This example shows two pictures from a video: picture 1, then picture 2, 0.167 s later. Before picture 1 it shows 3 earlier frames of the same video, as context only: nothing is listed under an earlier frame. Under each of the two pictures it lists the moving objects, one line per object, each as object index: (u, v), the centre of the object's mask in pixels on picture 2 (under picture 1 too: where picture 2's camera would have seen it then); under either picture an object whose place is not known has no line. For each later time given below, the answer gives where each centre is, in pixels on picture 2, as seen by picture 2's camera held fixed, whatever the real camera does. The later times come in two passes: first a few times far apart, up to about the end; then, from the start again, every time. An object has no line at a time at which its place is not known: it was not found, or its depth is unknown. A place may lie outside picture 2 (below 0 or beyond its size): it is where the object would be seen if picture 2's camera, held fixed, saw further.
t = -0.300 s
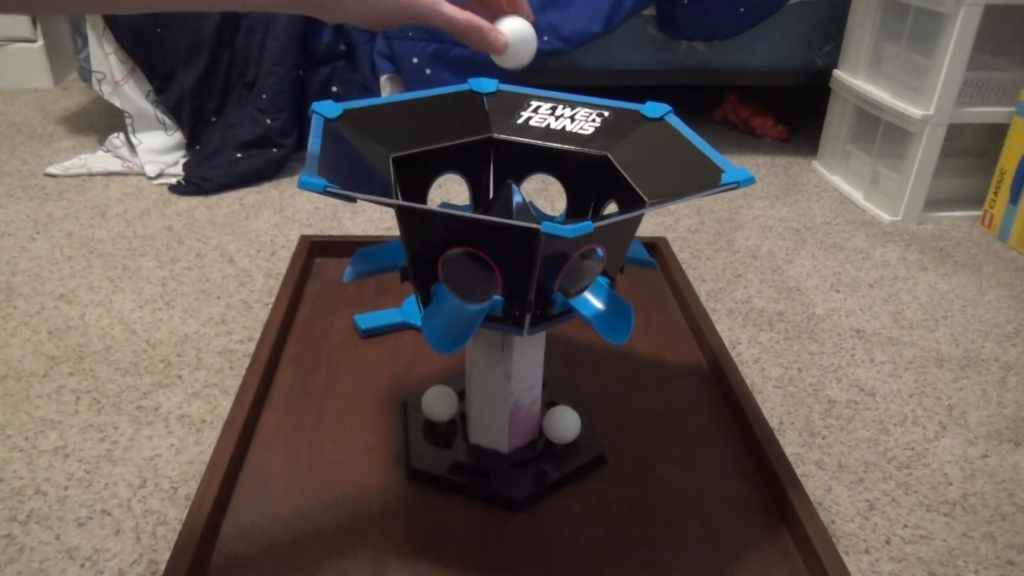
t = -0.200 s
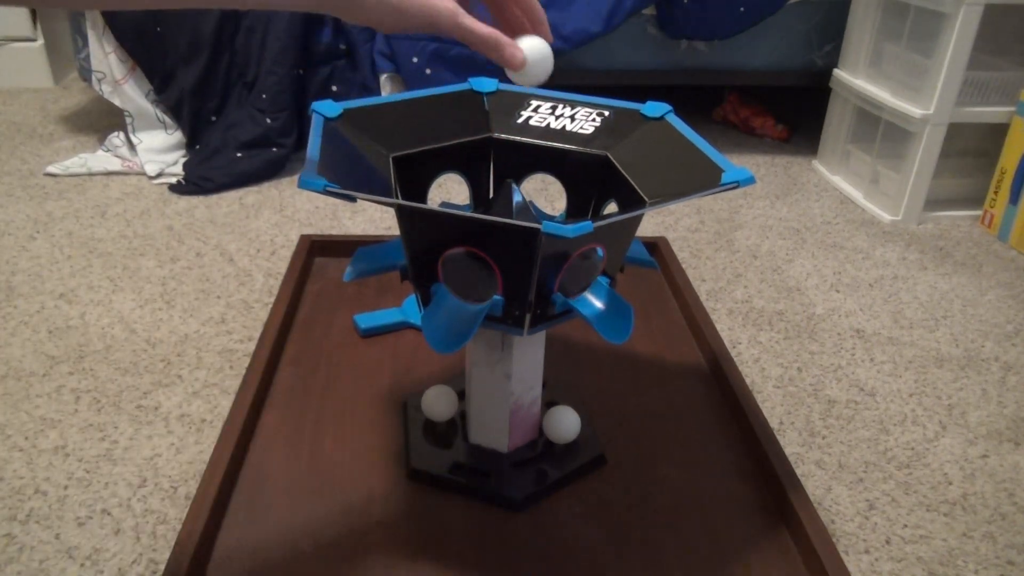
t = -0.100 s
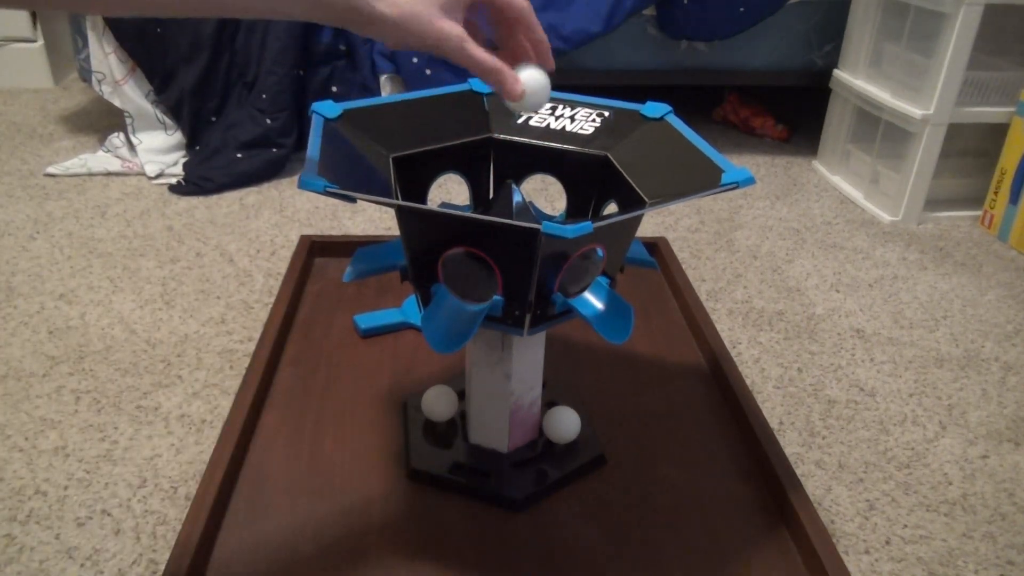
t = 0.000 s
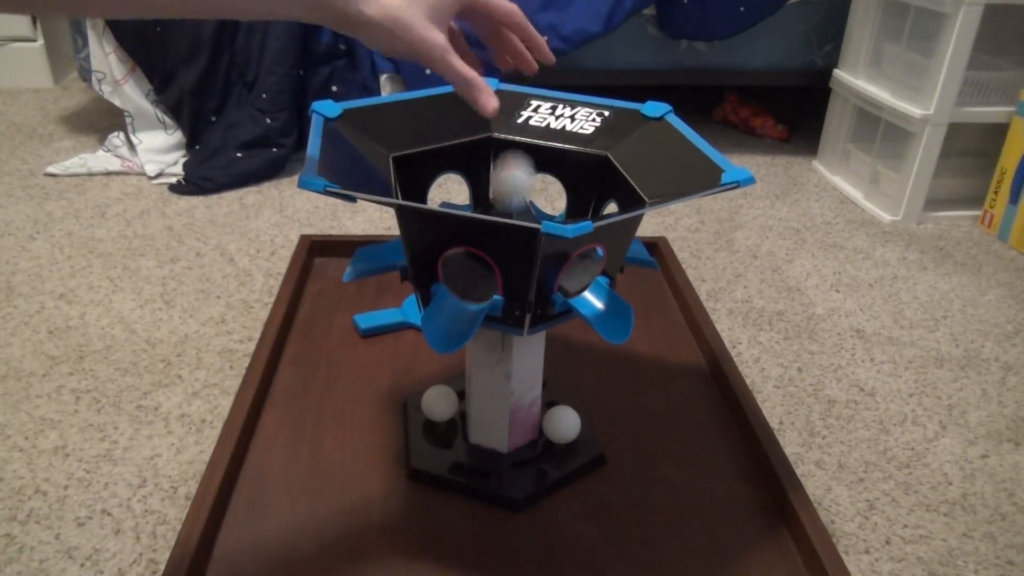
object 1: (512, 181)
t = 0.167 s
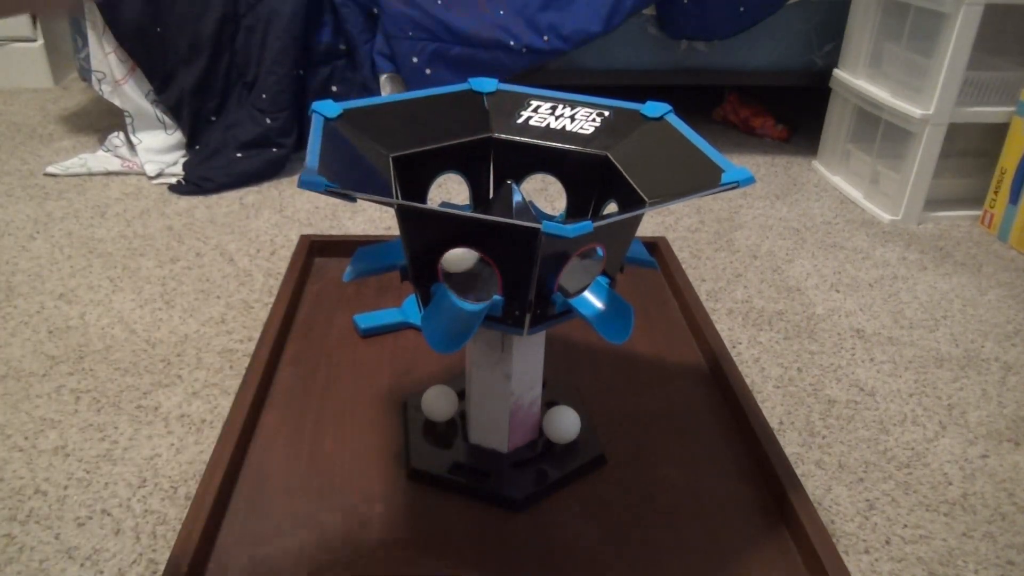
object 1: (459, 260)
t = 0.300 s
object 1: (472, 265)
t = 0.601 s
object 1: (457, 306)
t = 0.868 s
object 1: (408, 557)
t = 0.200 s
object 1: (458, 259)
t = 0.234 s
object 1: (462, 261)
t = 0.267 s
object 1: (467, 263)
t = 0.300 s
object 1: (472, 265)
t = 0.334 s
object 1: (476, 269)
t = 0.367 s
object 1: (474, 269)
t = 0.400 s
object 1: (468, 271)
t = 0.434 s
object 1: (467, 271)
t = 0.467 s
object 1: (465, 273)
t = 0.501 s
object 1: (463, 277)
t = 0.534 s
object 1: (464, 281)
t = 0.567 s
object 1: (463, 297)
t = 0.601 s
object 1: (457, 306)
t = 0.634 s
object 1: (448, 314)
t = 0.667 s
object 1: (441, 325)
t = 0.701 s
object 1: (435, 339)
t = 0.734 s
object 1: (428, 364)
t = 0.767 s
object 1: (425, 401)
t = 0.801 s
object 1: (417, 449)
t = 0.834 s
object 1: (412, 508)
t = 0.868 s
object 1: (408, 557)
